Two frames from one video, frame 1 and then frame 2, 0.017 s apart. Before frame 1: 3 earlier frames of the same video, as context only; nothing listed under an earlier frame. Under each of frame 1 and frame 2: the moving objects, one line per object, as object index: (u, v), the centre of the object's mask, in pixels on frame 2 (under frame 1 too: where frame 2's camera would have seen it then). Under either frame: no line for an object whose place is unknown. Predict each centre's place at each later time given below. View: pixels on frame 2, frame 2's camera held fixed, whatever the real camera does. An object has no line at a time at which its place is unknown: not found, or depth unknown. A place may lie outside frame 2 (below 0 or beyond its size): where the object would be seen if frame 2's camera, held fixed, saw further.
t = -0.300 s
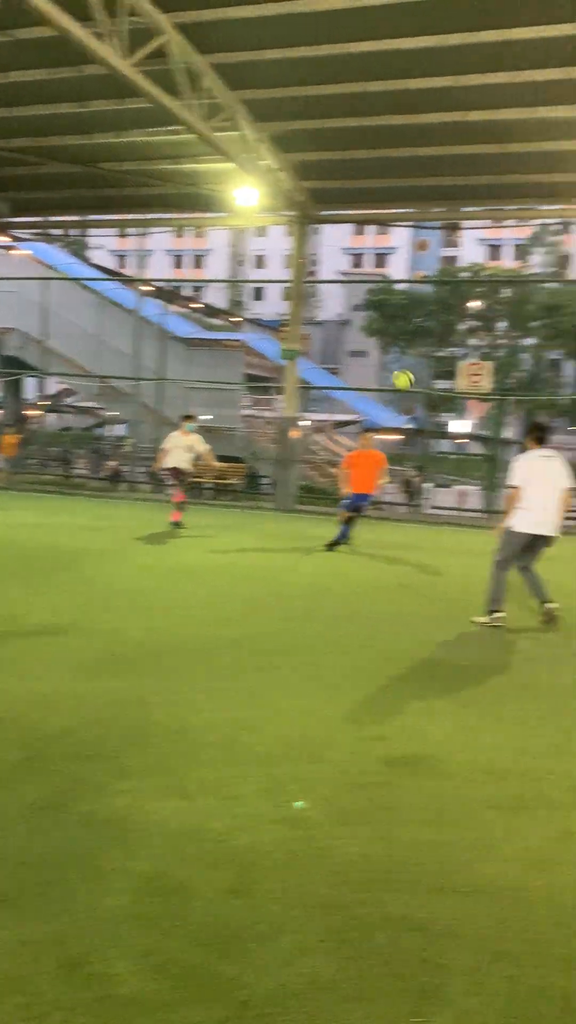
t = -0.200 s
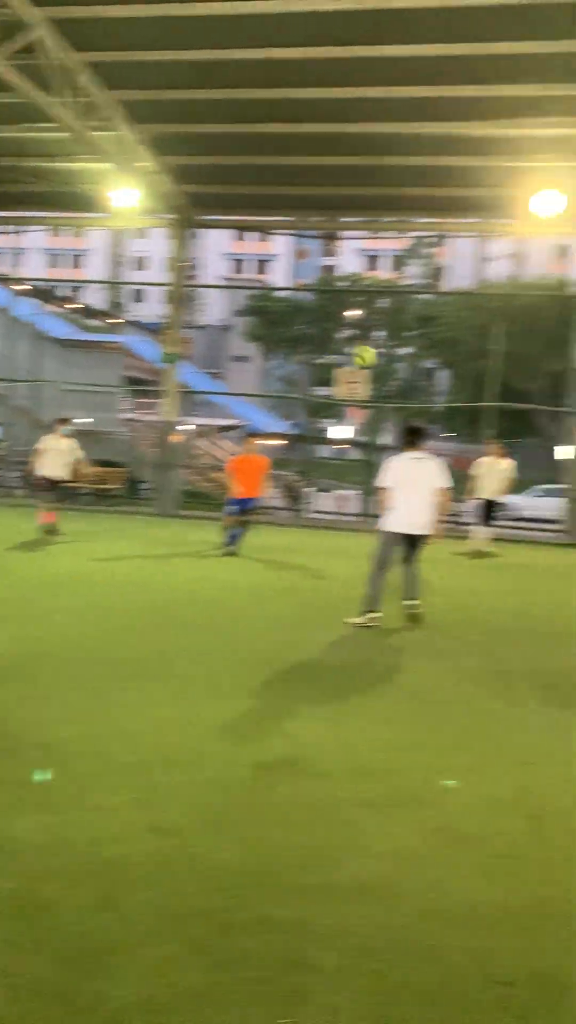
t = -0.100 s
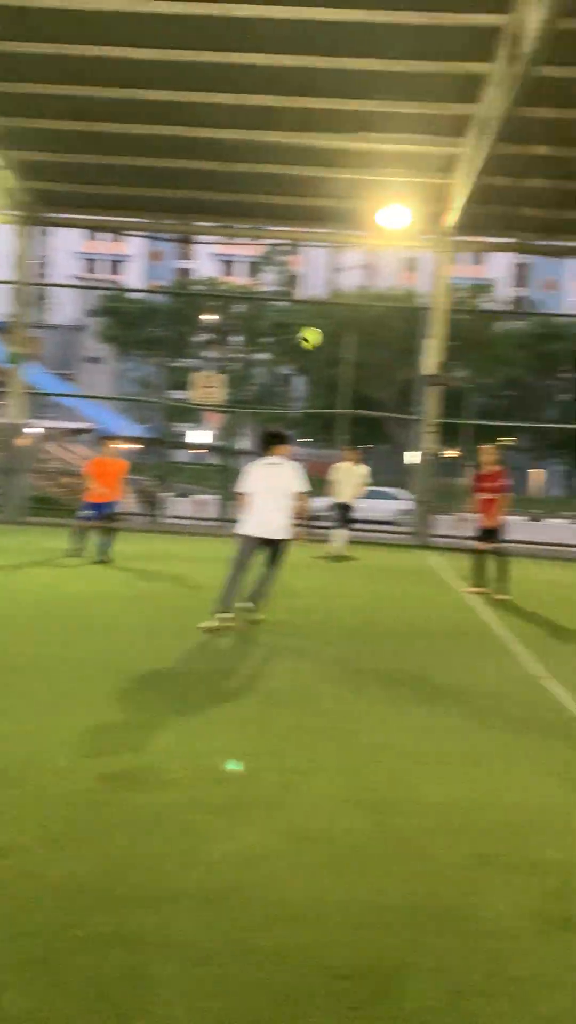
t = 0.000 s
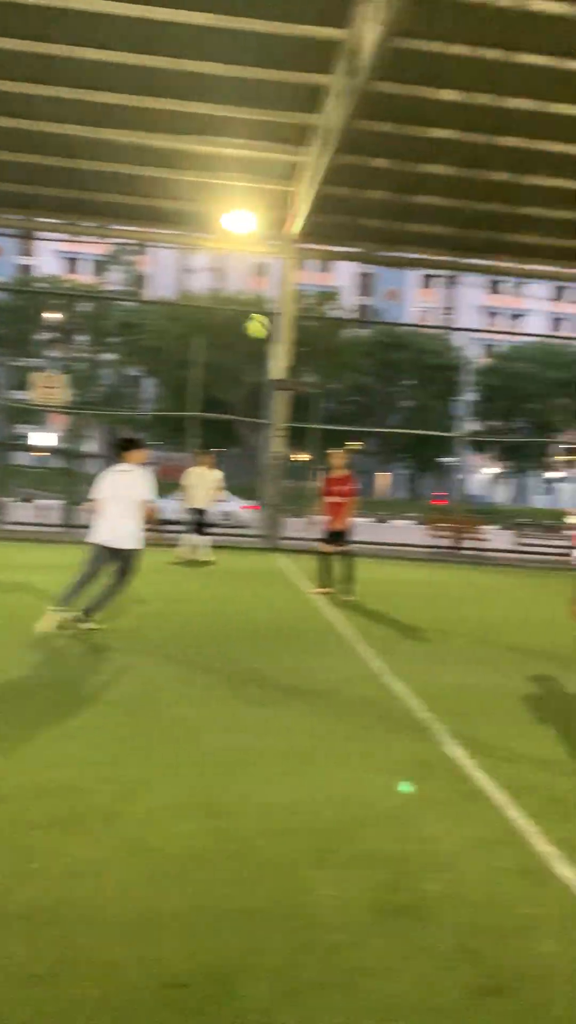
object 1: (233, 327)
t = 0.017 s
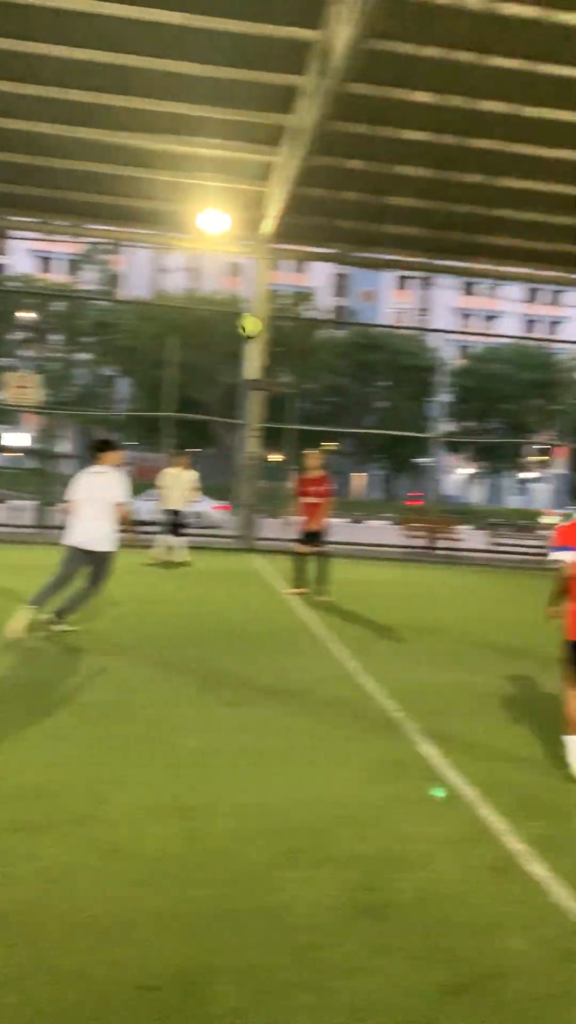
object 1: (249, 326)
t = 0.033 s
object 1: (268, 324)
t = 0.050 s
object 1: (283, 323)
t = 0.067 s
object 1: (300, 322)
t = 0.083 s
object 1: (317, 322)
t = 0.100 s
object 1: (334, 322)
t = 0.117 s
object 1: (351, 322)
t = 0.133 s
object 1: (368, 322)
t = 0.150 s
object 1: (386, 323)
